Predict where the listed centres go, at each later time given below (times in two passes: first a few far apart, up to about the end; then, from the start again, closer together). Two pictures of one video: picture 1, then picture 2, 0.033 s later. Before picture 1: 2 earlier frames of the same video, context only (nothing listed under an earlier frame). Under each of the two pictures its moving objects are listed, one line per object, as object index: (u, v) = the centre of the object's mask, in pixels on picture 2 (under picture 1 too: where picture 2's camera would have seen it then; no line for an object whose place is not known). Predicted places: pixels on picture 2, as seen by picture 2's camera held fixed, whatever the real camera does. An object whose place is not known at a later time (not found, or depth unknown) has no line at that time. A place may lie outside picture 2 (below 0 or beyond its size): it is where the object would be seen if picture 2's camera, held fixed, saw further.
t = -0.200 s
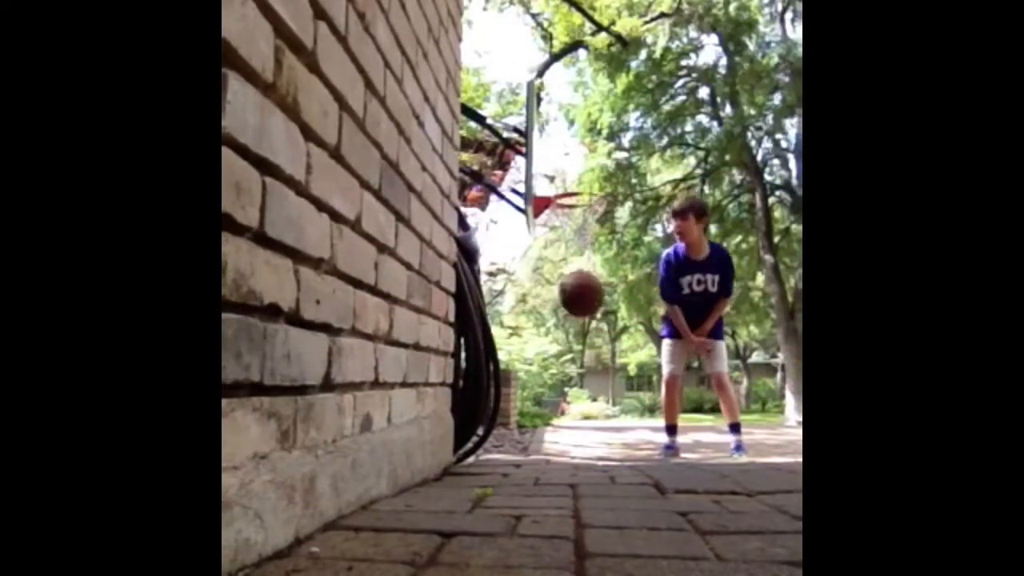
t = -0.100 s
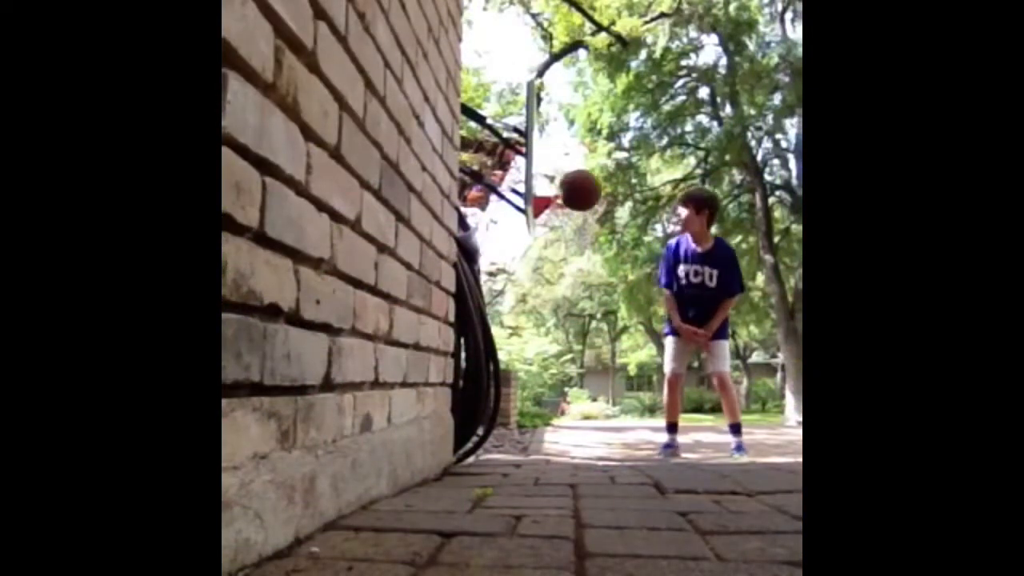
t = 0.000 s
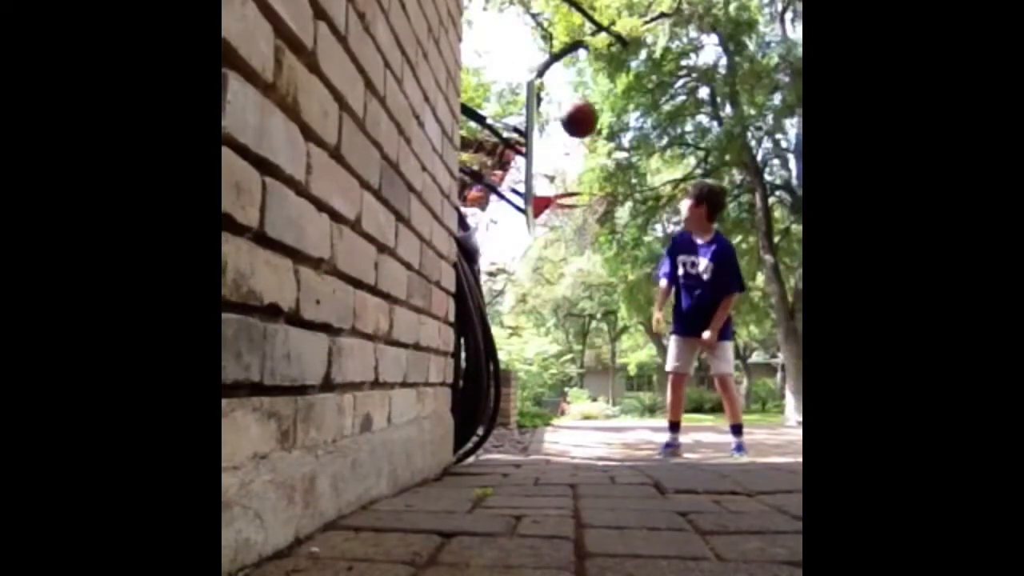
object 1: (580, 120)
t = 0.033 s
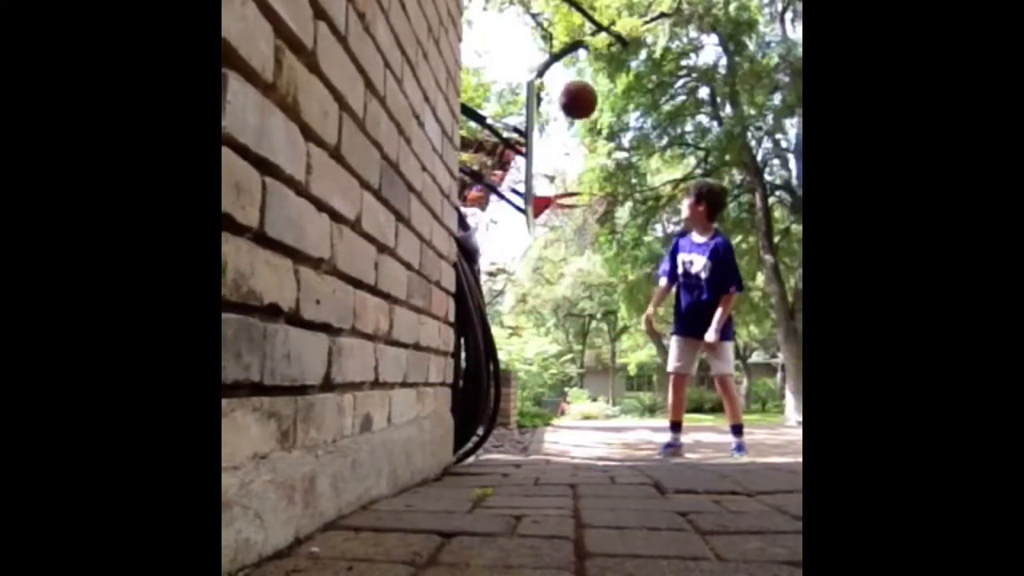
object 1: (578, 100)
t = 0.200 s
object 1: (578, 46)
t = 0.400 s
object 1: (578, 37)
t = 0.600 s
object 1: (578, 78)
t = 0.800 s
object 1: (576, 159)
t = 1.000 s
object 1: (576, 244)
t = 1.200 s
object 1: (577, 316)
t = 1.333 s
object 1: (578, 385)
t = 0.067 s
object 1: (579, 84)
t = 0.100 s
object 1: (578, 71)
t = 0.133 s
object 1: (578, 60)
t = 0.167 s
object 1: (579, 52)
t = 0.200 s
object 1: (578, 46)
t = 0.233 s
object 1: (578, 40)
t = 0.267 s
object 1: (577, 36)
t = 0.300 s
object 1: (578, 36)
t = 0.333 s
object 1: (578, 35)
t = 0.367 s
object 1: (577, 35)
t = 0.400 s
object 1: (578, 37)
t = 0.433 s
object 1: (578, 41)
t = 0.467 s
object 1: (578, 47)
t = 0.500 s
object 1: (577, 52)
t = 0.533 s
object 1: (578, 58)
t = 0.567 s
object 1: (578, 69)
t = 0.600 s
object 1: (578, 78)
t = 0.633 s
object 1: (577, 89)
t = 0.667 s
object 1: (577, 102)
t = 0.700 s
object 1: (577, 115)
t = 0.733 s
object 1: (576, 128)
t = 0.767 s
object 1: (576, 144)
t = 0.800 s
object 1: (576, 159)
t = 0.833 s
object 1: (575, 176)
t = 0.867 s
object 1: (575, 194)
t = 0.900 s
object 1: (574, 211)
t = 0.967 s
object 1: (575, 236)
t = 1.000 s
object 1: (576, 244)
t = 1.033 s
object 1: (576, 253)
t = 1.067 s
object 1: (576, 264)
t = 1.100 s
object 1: (577, 275)
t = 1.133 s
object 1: (577, 287)
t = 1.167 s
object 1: (578, 301)
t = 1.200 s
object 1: (577, 316)
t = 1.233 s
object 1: (577, 330)
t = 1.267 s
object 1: (579, 348)
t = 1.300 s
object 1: (579, 366)
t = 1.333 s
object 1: (578, 385)
